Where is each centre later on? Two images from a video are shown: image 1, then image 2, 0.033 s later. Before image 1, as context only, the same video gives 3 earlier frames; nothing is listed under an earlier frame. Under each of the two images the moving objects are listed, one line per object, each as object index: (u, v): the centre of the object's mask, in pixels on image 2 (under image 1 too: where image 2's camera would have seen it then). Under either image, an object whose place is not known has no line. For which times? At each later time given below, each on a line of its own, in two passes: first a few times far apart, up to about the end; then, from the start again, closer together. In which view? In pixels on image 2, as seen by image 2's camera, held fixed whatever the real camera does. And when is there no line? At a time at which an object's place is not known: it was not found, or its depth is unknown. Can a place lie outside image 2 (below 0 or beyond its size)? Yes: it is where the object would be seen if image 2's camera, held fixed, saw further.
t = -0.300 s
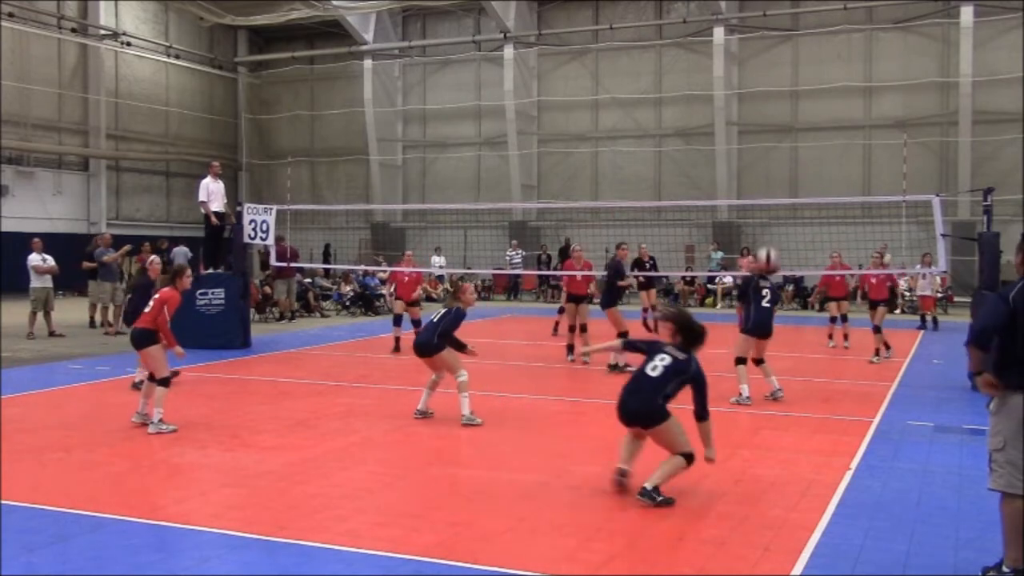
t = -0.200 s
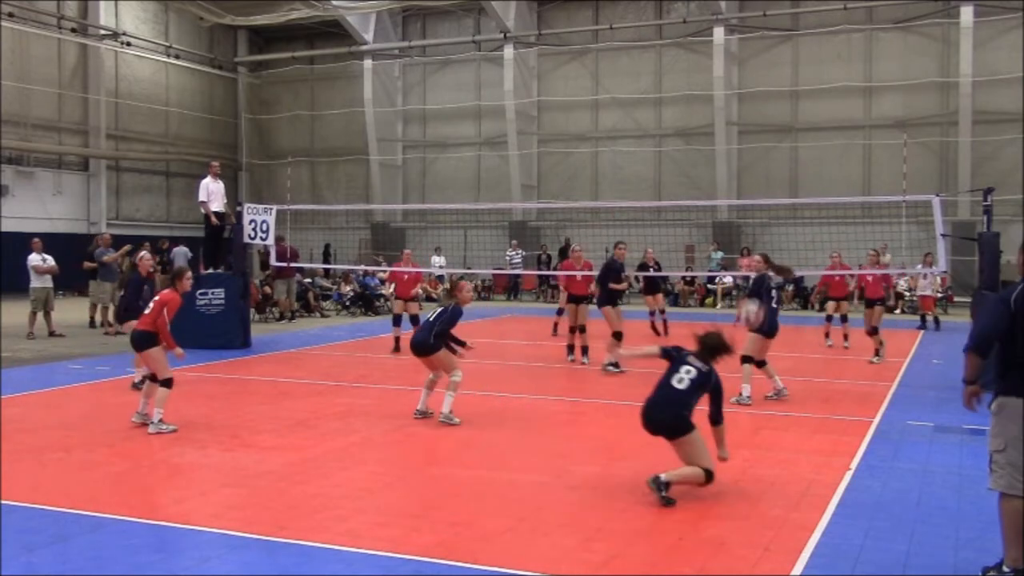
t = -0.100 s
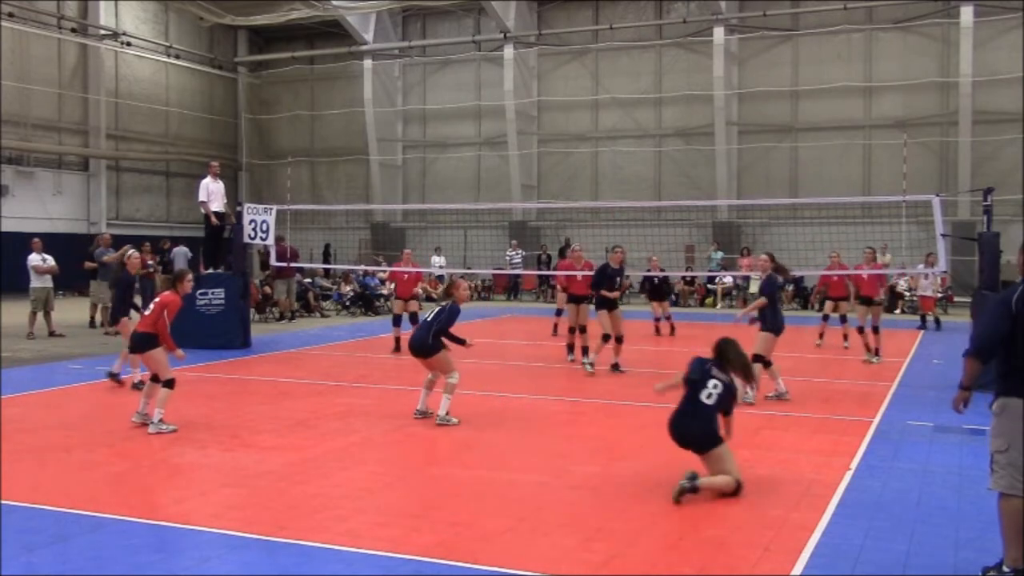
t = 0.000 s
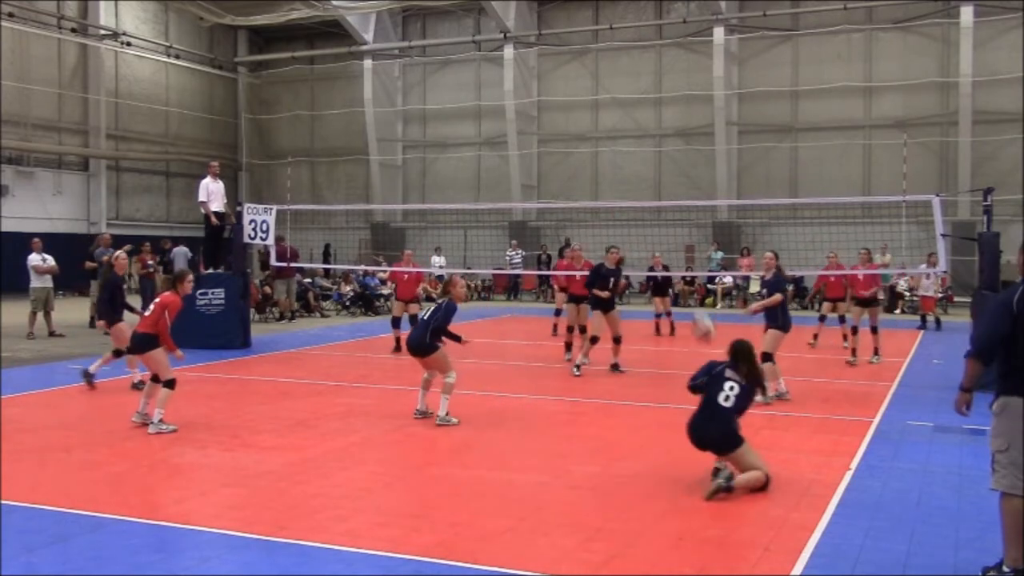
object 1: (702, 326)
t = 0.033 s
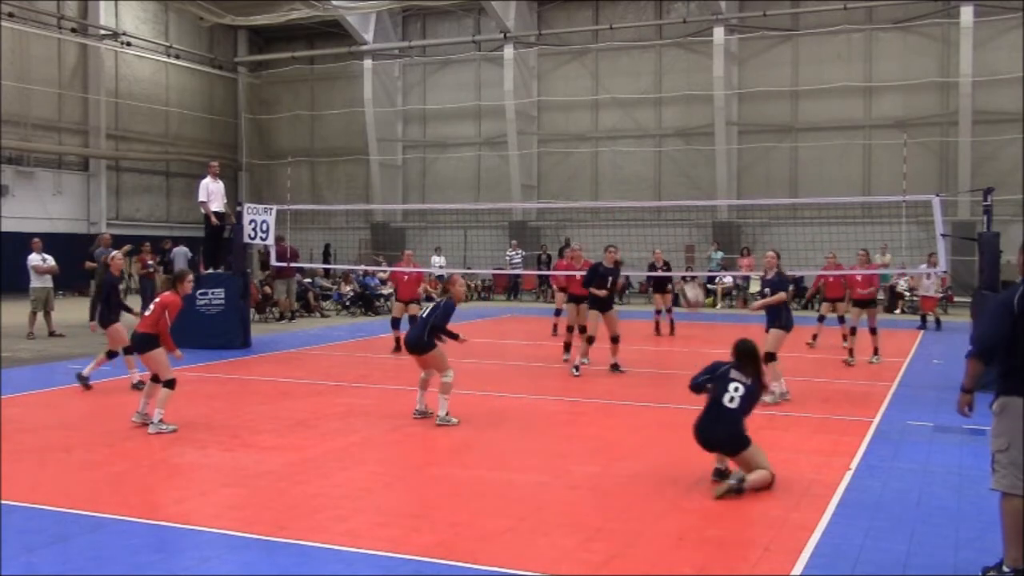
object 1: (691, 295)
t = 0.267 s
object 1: (627, 143)
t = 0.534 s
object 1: (568, 66)
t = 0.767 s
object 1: (526, 58)
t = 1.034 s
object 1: (486, 98)
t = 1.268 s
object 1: (457, 167)
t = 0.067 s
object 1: (681, 267)
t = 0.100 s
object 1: (671, 242)
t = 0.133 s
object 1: (663, 218)
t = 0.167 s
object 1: (654, 196)
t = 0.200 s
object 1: (645, 178)
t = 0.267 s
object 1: (627, 143)
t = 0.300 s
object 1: (619, 127)
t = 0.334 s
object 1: (610, 114)
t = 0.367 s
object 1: (604, 103)
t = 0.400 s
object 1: (596, 92)
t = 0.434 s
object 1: (588, 84)
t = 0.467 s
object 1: (581, 77)
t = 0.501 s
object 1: (574, 71)
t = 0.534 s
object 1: (568, 66)
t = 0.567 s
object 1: (562, 62)
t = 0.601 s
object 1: (555, 58)
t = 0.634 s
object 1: (548, 57)
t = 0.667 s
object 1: (543, 55)
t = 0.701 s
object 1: (537, 55)
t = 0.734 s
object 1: (531, 56)
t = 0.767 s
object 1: (526, 58)
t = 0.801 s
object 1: (519, 60)
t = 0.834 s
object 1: (514, 64)
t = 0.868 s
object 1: (509, 68)
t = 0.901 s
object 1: (505, 72)
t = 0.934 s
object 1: (499, 78)
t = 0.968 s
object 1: (495, 84)
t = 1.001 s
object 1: (489, 92)
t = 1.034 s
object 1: (486, 98)
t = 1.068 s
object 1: (480, 106)
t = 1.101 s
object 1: (477, 115)
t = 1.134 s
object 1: (472, 125)
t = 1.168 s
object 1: (468, 134)
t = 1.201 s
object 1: (464, 145)
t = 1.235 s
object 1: (460, 156)
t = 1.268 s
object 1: (457, 167)
